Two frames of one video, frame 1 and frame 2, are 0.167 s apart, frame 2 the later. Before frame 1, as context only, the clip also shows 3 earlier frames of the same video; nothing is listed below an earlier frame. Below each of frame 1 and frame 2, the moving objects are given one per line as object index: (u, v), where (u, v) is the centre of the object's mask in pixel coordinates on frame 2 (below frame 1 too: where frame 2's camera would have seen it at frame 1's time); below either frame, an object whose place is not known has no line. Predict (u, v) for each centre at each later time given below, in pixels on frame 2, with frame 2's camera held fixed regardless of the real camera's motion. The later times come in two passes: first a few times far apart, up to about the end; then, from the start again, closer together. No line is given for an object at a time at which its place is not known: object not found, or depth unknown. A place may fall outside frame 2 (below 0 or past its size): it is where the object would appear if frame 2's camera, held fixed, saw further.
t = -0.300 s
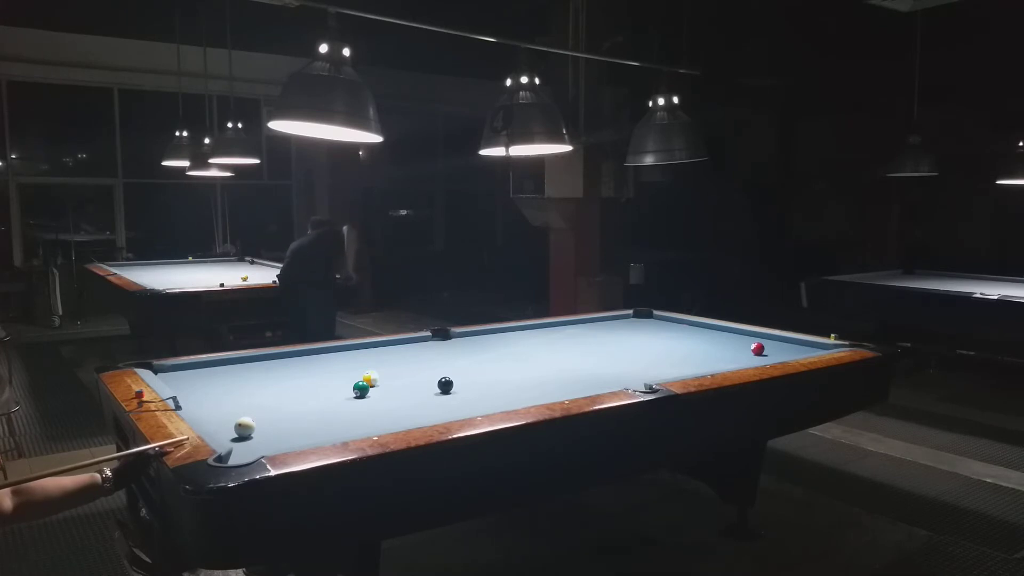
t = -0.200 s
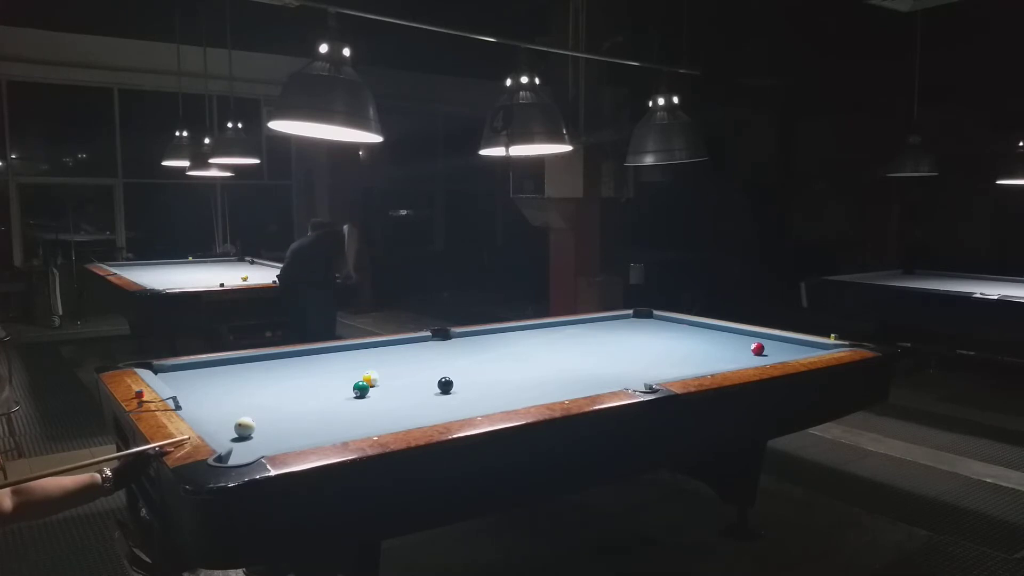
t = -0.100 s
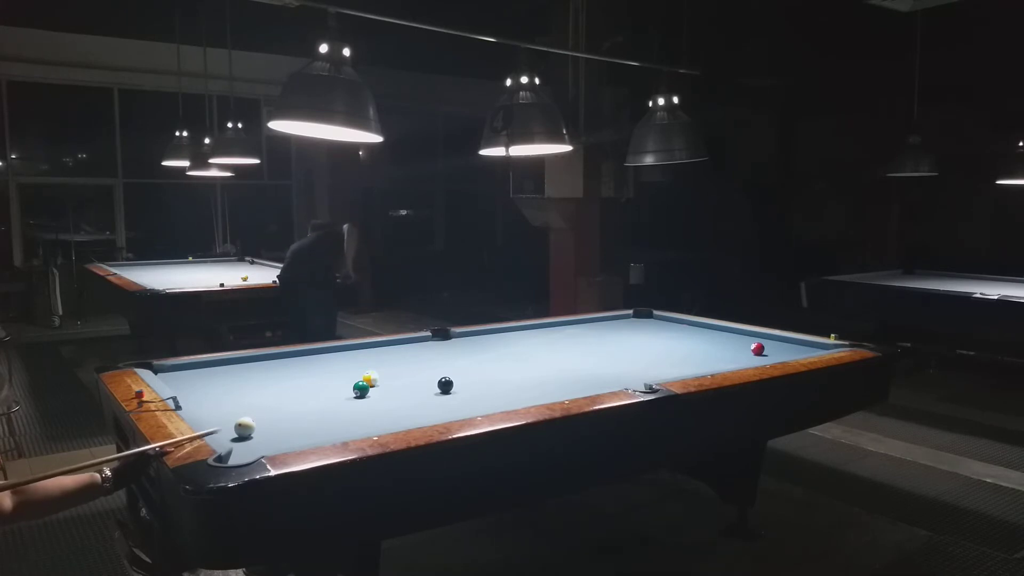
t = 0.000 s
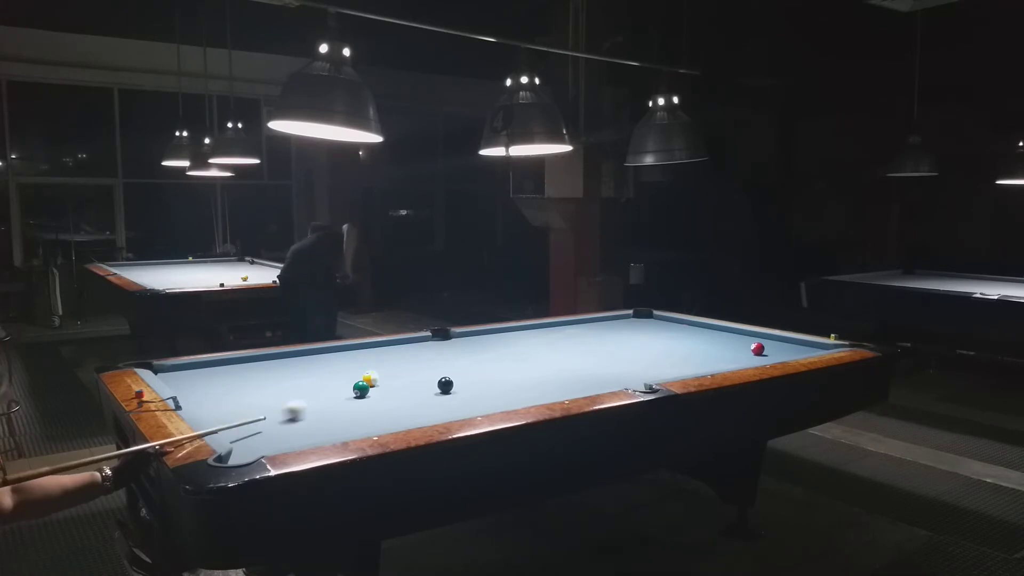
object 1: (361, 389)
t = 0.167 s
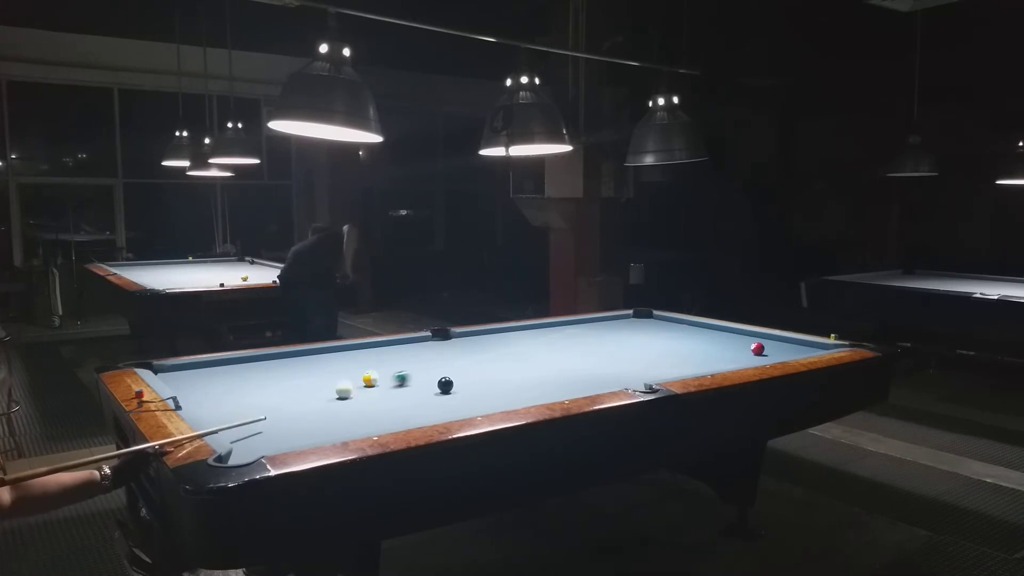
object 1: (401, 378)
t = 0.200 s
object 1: (417, 375)
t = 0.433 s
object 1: (496, 354)
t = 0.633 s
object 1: (545, 342)
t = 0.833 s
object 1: (586, 332)
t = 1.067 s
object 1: (626, 321)
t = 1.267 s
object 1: (642, 315)
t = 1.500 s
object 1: (636, 318)
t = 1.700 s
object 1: (639, 322)
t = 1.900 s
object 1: (642, 325)
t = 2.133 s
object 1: (645, 330)
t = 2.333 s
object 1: (649, 334)
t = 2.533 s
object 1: (652, 338)
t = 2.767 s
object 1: (655, 343)
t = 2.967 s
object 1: (659, 347)
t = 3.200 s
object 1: (663, 352)
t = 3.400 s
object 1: (666, 356)
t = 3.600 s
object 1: (669, 360)
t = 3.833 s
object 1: (673, 366)
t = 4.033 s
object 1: (676, 370)
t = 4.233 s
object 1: (679, 372)
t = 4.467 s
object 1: (674, 373)
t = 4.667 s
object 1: (665, 373)
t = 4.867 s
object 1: (656, 374)
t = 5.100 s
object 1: (648, 374)
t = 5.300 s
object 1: (642, 374)
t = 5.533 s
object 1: (636, 374)
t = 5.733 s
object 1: (631, 374)
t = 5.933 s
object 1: (628, 373)
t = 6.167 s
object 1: (626, 373)
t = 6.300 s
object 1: (625, 373)
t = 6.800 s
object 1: (624, 372)
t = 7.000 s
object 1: (624, 372)
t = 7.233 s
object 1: (624, 372)
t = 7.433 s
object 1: (624, 373)
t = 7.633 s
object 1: (624, 373)
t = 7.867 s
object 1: (624, 373)
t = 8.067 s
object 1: (624, 373)
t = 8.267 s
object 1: (624, 373)
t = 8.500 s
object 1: (624, 373)
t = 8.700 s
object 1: (624, 373)
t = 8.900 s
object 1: (624, 373)
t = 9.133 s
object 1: (624, 373)
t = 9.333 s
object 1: (624, 373)
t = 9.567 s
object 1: (624, 373)
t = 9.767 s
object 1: (624, 373)
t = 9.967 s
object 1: (624, 373)
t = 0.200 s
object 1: (417, 375)
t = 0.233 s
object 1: (431, 372)
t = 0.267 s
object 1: (444, 368)
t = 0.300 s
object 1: (457, 364)
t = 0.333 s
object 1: (467, 362)
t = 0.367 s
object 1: (478, 359)
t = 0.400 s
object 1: (487, 357)
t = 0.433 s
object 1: (496, 354)
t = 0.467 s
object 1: (505, 352)
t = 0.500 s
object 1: (513, 350)
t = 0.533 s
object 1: (522, 348)
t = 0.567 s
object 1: (529, 346)
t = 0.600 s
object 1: (537, 344)
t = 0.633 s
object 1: (545, 342)
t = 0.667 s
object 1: (552, 340)
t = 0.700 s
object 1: (559, 338)
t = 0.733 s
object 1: (566, 337)
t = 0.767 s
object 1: (572, 335)
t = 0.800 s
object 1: (579, 333)
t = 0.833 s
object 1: (586, 332)
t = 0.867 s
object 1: (591, 330)
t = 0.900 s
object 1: (598, 328)
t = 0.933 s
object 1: (604, 327)
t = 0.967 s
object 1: (609, 326)
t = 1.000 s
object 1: (615, 324)
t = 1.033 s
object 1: (621, 323)
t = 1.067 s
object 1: (626, 321)
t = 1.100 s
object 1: (631, 320)
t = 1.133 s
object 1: (636, 319)
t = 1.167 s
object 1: (642, 317)
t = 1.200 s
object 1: (646, 316)
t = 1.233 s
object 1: (648, 315)
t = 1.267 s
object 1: (642, 315)
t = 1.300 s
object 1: (635, 315)
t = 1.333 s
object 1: (634, 315)
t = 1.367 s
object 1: (635, 316)
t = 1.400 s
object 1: (635, 316)
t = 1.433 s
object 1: (635, 317)
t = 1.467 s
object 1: (636, 318)
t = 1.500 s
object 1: (636, 318)
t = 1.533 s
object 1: (637, 319)
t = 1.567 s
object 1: (637, 319)
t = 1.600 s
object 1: (637, 320)
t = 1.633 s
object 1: (638, 321)
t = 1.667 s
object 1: (638, 321)
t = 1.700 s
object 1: (639, 322)
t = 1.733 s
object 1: (639, 322)
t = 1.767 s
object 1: (640, 323)
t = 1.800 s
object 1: (640, 324)
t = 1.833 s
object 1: (641, 325)
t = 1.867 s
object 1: (641, 325)
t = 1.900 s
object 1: (642, 325)
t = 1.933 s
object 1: (642, 326)
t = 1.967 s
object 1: (643, 327)
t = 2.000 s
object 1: (643, 328)
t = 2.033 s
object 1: (644, 328)
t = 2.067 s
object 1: (644, 328)
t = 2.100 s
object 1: (645, 329)
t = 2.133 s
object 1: (645, 330)
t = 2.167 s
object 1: (646, 331)
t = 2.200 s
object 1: (646, 331)
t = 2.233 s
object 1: (647, 332)
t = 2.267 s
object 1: (648, 333)
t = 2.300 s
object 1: (648, 333)
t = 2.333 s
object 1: (649, 334)
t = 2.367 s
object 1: (649, 335)
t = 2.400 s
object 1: (650, 335)
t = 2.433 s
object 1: (650, 336)
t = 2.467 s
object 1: (651, 336)
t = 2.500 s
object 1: (651, 337)
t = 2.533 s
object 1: (652, 338)
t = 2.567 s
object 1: (652, 338)
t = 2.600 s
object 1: (653, 339)
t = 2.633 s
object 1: (653, 340)
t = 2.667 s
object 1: (654, 341)
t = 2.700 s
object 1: (654, 341)
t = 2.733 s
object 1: (655, 342)
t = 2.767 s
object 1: (655, 343)
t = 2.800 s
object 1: (656, 343)
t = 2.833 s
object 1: (657, 344)
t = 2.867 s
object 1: (657, 345)
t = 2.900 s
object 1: (658, 345)
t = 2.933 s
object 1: (658, 346)
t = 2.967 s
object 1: (659, 347)
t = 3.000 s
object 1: (659, 347)
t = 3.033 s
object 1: (660, 348)
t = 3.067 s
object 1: (660, 349)
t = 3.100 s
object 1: (661, 350)
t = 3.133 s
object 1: (662, 350)
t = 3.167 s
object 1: (662, 351)
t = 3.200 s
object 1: (663, 352)
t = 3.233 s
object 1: (663, 352)
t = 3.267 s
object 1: (664, 353)
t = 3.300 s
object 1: (664, 354)
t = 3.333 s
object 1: (665, 355)
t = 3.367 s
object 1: (665, 355)
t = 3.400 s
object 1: (666, 356)
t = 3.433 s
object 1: (666, 357)
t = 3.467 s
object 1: (667, 357)
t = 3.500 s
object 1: (668, 359)
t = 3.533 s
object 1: (668, 359)
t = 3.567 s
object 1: (669, 360)
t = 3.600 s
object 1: (669, 360)
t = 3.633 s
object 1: (670, 361)
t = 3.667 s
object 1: (670, 362)
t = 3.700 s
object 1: (671, 363)
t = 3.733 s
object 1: (671, 364)
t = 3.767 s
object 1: (672, 365)
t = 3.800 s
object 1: (673, 365)
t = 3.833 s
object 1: (673, 366)
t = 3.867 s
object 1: (674, 366)
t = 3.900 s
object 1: (674, 367)
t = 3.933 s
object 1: (675, 368)
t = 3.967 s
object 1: (675, 369)
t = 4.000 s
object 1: (676, 369)
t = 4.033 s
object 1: (676, 370)
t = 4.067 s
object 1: (677, 370)
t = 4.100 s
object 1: (677, 371)
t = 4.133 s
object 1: (678, 371)
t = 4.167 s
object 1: (678, 371)
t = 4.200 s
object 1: (679, 371)
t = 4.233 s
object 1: (679, 372)
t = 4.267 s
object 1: (680, 372)
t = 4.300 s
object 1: (681, 372)
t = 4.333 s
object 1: (680, 373)
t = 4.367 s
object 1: (679, 373)
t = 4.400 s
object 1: (677, 373)
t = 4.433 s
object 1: (675, 373)
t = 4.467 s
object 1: (674, 373)
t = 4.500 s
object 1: (672, 373)
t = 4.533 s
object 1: (671, 373)
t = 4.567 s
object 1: (669, 373)
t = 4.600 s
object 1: (668, 373)
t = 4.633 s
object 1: (666, 373)
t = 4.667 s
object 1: (665, 373)
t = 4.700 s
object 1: (663, 373)
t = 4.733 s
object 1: (662, 373)
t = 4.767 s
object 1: (660, 374)
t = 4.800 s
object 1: (659, 373)
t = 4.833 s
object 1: (657, 374)
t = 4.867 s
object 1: (656, 374)
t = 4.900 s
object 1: (655, 374)
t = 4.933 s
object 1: (654, 374)
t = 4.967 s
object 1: (652, 374)
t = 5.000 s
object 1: (651, 374)
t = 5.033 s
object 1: (650, 374)
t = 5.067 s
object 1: (649, 374)
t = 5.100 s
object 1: (648, 374)
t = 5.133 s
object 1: (647, 374)
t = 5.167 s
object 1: (645, 374)
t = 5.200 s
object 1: (645, 374)
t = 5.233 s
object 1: (644, 374)
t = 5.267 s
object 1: (643, 374)
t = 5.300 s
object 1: (642, 374)
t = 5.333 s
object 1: (641, 374)
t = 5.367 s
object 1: (640, 374)
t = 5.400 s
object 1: (639, 374)
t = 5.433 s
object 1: (638, 374)
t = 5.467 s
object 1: (637, 374)
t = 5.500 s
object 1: (636, 374)
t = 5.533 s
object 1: (636, 374)
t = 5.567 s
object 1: (635, 374)
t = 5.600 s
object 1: (634, 373)
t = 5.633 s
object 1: (633, 374)
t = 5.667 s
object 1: (633, 374)
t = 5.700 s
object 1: (632, 373)
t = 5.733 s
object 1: (631, 374)
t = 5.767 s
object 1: (631, 373)
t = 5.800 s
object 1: (630, 373)
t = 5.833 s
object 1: (630, 373)
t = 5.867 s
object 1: (629, 373)
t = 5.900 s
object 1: (628, 373)
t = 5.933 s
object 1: (628, 373)
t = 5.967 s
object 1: (628, 373)
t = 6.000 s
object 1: (627, 373)
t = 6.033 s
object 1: (627, 373)
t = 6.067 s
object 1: (627, 373)
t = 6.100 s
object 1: (626, 373)
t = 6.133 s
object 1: (626, 373)
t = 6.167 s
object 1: (626, 373)
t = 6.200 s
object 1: (625, 373)
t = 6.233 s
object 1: (625, 373)
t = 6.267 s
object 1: (625, 373)
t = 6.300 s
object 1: (625, 373)
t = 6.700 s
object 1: (621, 370)
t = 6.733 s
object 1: (623, 371)
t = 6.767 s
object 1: (624, 372)
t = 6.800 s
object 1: (624, 372)
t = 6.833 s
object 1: (624, 372)
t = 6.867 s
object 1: (624, 372)
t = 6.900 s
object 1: (624, 372)
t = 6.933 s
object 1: (624, 372)
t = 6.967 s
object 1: (624, 372)
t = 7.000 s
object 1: (624, 372)
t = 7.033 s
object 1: (624, 372)
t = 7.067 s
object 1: (624, 372)
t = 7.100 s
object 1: (624, 372)
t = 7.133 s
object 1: (624, 372)
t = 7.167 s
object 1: (624, 372)
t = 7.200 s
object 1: (624, 372)
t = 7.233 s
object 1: (624, 372)
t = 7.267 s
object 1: (624, 372)
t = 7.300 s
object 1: (624, 372)
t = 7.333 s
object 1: (624, 372)
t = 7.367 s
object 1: (624, 373)
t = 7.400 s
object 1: (624, 373)
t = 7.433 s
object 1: (624, 373)
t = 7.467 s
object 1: (624, 373)
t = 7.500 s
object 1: (624, 373)
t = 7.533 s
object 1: (624, 373)
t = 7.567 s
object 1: (624, 373)
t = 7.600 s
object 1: (624, 373)
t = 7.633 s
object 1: (624, 373)
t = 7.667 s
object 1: (624, 373)
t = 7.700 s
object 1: (624, 373)
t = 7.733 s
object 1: (624, 373)
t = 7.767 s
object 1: (624, 373)
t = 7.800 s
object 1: (624, 373)
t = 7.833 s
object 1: (624, 373)
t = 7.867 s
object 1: (624, 373)
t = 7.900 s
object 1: (624, 373)
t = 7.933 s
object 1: (624, 373)
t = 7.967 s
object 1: (624, 373)
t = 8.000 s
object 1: (624, 373)
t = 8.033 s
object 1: (624, 373)
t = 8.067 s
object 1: (624, 373)
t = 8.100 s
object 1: (624, 373)
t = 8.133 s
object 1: (624, 373)
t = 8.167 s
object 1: (624, 373)
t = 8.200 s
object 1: (624, 373)
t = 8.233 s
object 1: (624, 373)
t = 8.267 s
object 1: (624, 373)
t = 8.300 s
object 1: (624, 373)
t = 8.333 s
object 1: (624, 373)
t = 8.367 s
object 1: (624, 373)
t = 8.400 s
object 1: (625, 373)
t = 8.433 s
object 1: (624, 373)
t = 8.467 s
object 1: (624, 373)
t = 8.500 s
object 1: (624, 373)
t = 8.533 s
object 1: (625, 373)
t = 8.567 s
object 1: (625, 373)
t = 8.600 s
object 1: (624, 373)
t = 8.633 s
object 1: (624, 373)
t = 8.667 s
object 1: (624, 373)
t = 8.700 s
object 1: (624, 373)
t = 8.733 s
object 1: (624, 373)
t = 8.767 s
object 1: (624, 373)
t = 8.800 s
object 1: (624, 373)
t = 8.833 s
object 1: (624, 373)
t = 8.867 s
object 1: (624, 373)
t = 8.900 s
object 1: (624, 373)
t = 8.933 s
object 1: (624, 373)
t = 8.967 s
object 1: (624, 373)
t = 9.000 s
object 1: (624, 373)
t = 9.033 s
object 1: (624, 373)
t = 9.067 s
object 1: (624, 373)
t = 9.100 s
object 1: (624, 373)
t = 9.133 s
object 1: (624, 373)
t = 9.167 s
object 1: (624, 373)
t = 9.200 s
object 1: (624, 373)
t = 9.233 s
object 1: (624, 373)
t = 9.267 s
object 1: (624, 373)
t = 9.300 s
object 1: (624, 373)
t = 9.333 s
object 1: (624, 373)
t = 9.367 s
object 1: (624, 373)
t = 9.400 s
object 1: (624, 373)
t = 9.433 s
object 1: (624, 373)
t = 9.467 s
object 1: (624, 373)
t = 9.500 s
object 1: (624, 373)
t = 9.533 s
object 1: (624, 373)
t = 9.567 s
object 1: (624, 373)
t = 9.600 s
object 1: (624, 373)
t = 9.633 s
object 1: (624, 373)
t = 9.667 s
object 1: (624, 373)
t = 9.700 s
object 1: (624, 373)
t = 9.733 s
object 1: (624, 373)
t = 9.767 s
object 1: (624, 373)
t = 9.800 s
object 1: (624, 373)
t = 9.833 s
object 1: (624, 373)
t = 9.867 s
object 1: (624, 373)
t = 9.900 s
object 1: (624, 373)
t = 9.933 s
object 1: (624, 373)
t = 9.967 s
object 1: (624, 373)
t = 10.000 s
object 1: (624, 373)
